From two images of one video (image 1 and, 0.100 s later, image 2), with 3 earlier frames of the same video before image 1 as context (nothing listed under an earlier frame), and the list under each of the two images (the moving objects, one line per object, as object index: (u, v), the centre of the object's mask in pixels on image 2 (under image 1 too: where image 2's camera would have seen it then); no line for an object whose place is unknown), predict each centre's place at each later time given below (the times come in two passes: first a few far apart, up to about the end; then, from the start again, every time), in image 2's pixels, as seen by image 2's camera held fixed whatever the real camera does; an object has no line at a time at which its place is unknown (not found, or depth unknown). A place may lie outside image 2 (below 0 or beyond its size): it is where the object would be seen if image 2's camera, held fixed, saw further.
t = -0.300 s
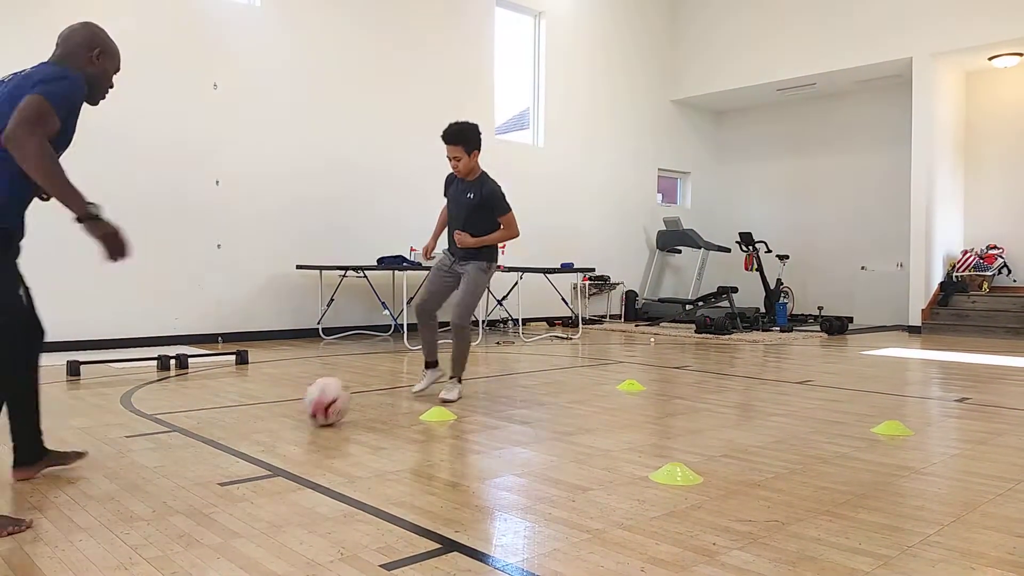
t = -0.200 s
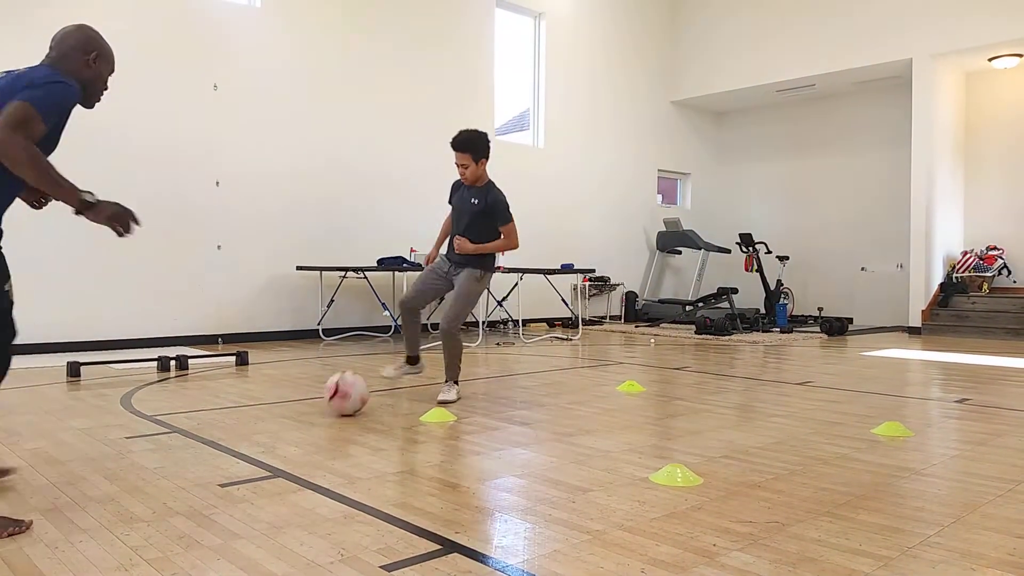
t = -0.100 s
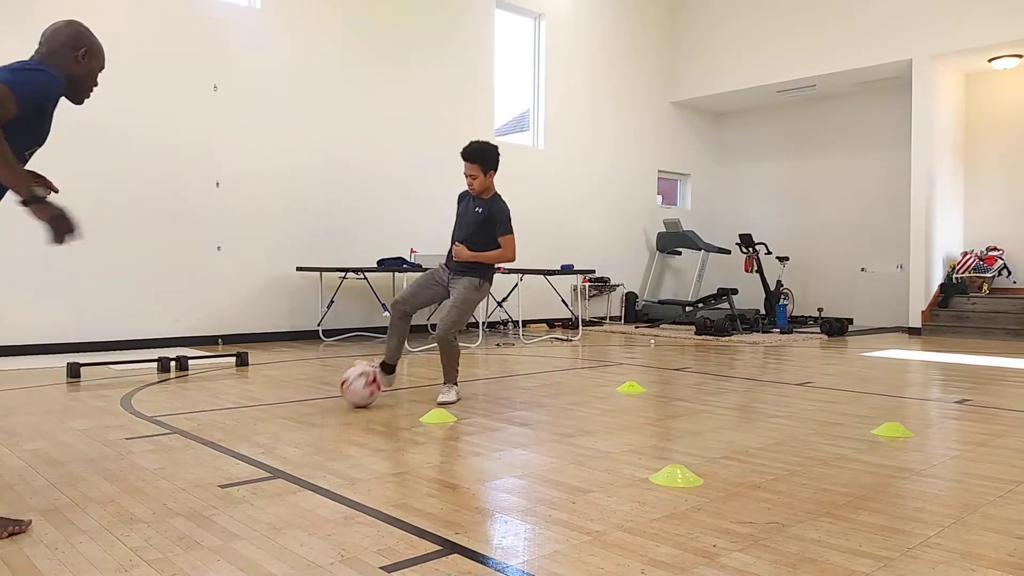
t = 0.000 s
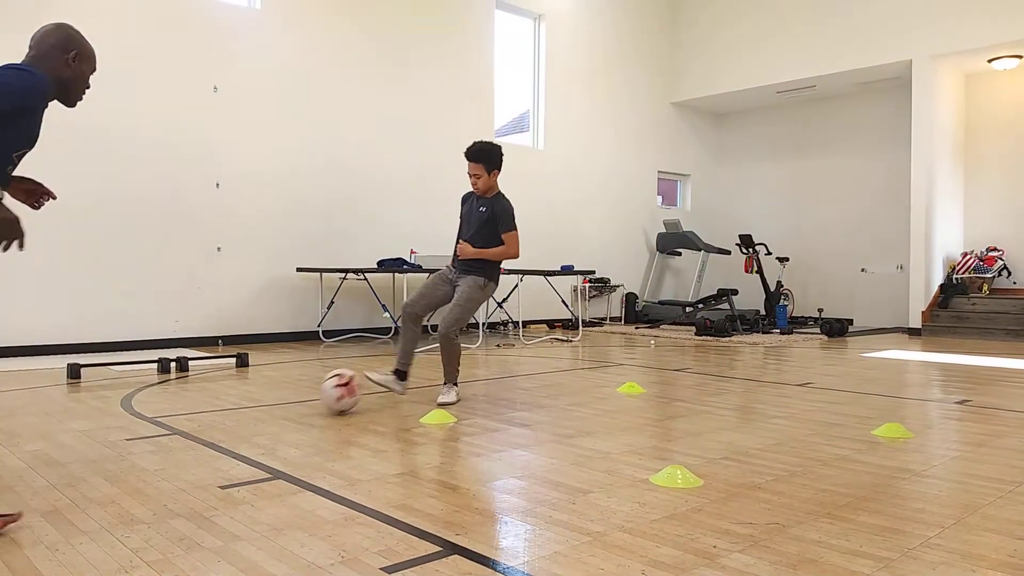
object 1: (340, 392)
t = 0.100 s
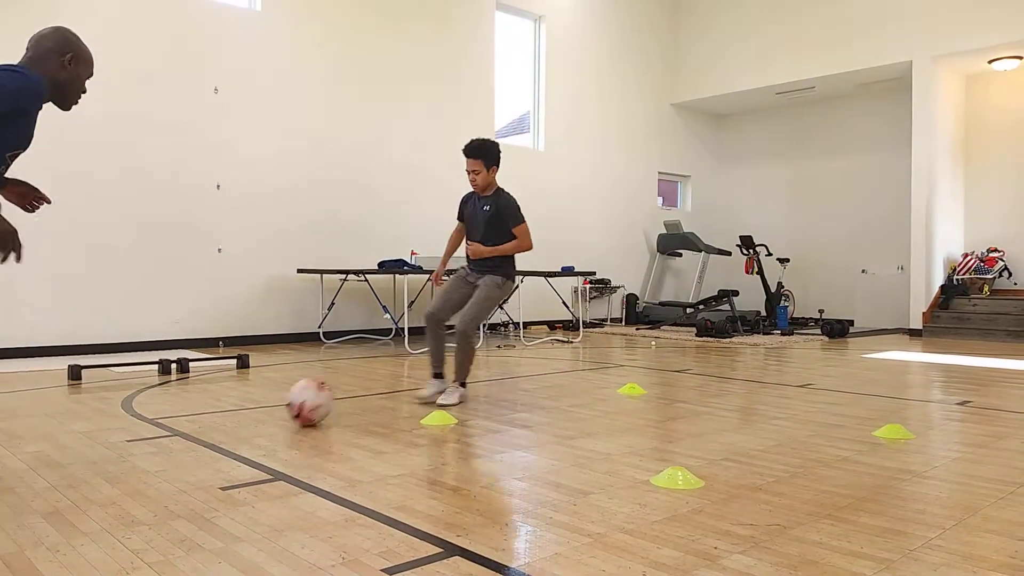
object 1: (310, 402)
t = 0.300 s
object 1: (246, 419)
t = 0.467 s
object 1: (185, 436)
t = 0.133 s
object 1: (299, 405)
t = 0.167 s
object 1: (288, 407)
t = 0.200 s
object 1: (279, 410)
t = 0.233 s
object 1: (268, 413)
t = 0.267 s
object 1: (257, 416)
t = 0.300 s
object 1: (246, 419)
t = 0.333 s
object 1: (235, 422)
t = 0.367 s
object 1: (223, 425)
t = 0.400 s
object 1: (210, 429)
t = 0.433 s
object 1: (198, 433)
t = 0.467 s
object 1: (185, 436)
